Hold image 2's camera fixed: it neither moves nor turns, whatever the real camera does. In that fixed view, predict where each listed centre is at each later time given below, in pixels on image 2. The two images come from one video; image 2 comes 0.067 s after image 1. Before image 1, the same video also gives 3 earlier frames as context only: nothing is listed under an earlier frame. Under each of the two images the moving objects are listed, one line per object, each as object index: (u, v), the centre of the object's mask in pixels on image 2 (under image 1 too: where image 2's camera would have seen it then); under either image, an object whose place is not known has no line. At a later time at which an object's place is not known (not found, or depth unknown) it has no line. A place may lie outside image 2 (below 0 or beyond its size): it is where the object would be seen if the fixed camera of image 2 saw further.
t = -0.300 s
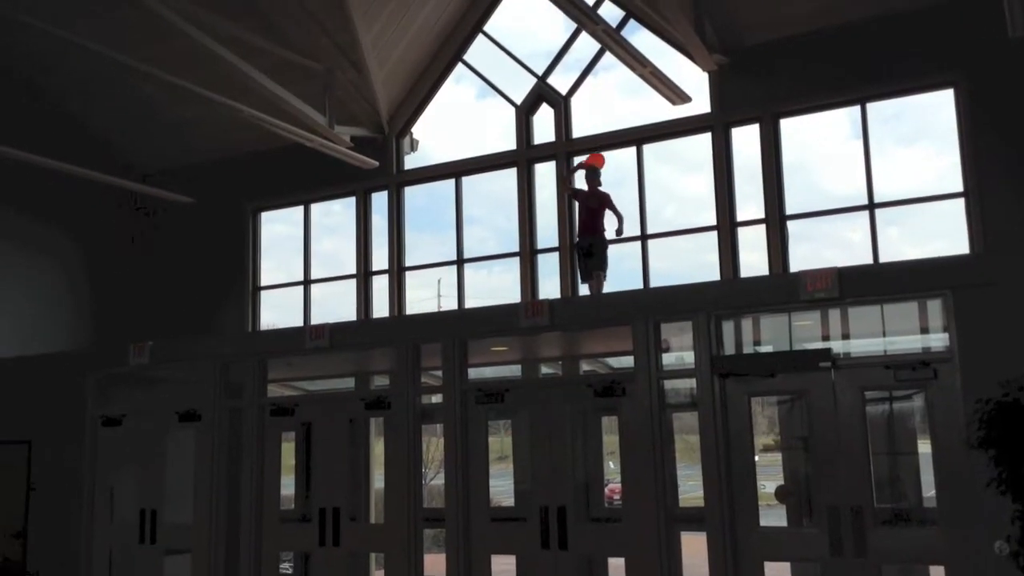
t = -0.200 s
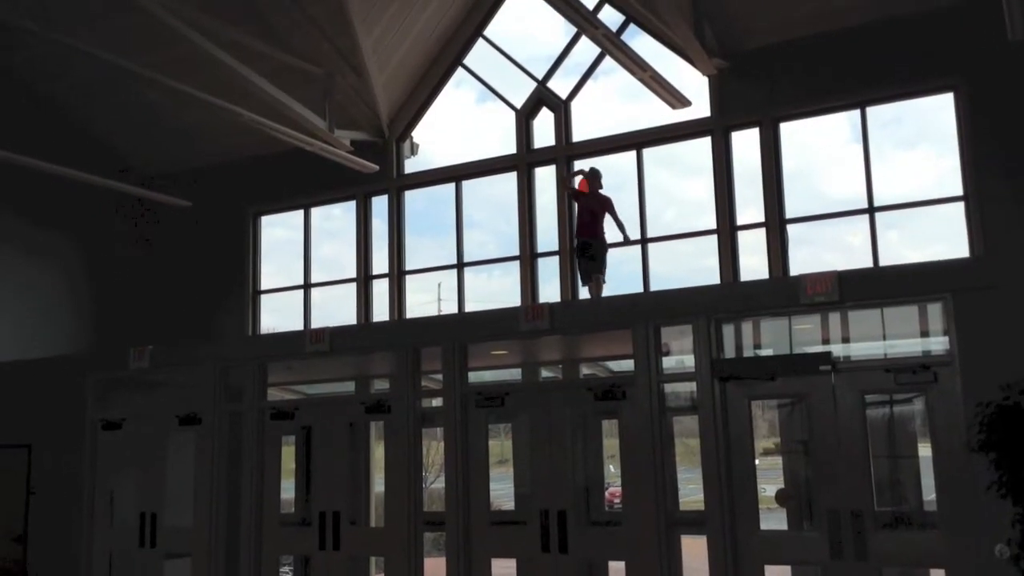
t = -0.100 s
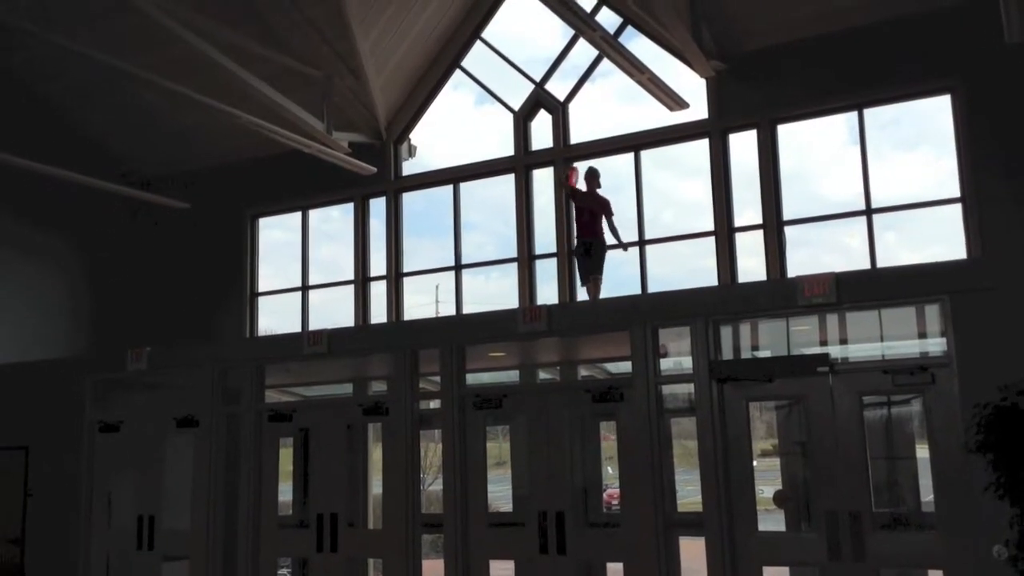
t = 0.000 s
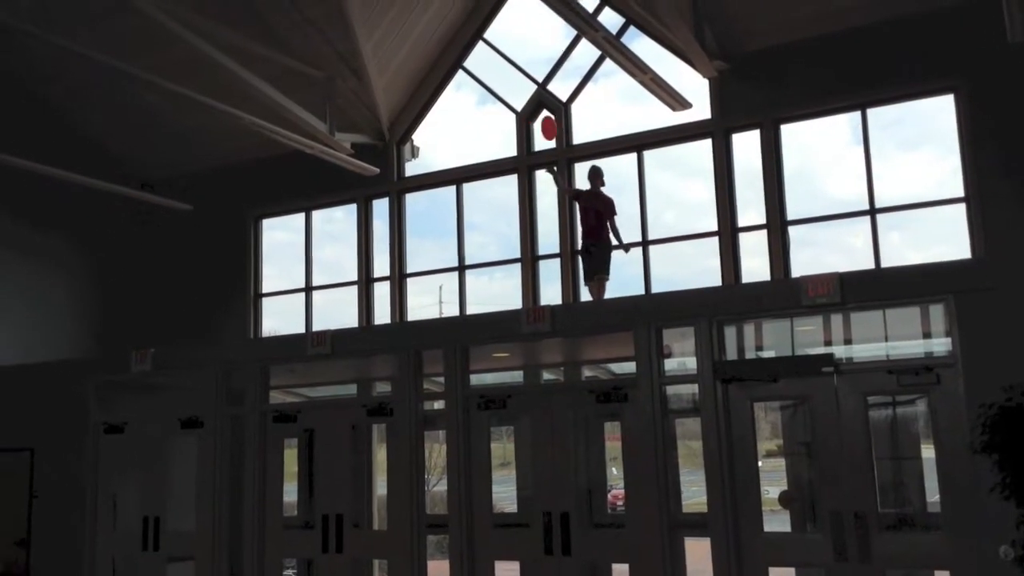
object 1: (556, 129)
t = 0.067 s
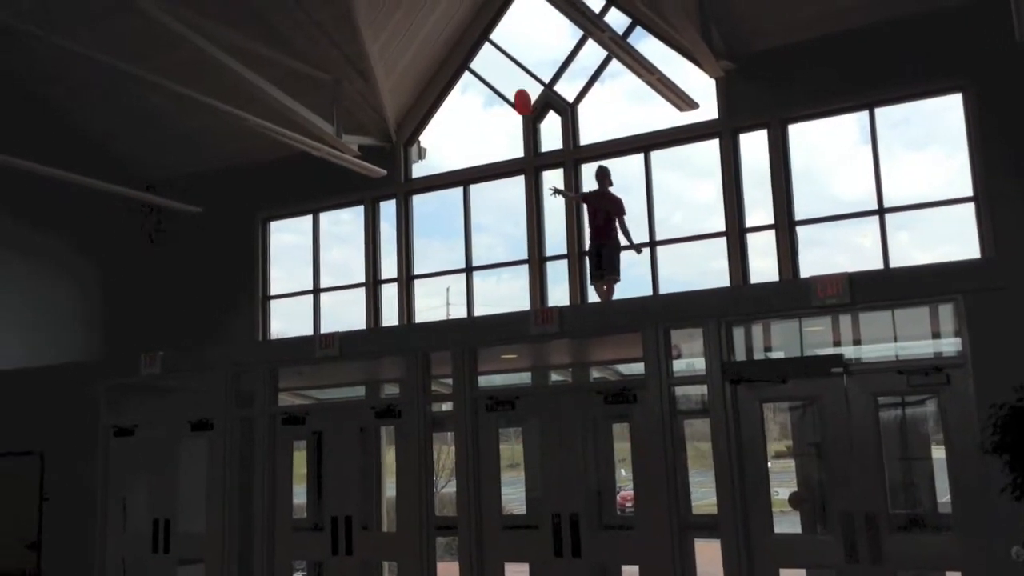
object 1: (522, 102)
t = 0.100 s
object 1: (503, 89)
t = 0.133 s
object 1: (481, 77)
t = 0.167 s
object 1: (457, 63)
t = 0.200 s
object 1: (428, 49)
